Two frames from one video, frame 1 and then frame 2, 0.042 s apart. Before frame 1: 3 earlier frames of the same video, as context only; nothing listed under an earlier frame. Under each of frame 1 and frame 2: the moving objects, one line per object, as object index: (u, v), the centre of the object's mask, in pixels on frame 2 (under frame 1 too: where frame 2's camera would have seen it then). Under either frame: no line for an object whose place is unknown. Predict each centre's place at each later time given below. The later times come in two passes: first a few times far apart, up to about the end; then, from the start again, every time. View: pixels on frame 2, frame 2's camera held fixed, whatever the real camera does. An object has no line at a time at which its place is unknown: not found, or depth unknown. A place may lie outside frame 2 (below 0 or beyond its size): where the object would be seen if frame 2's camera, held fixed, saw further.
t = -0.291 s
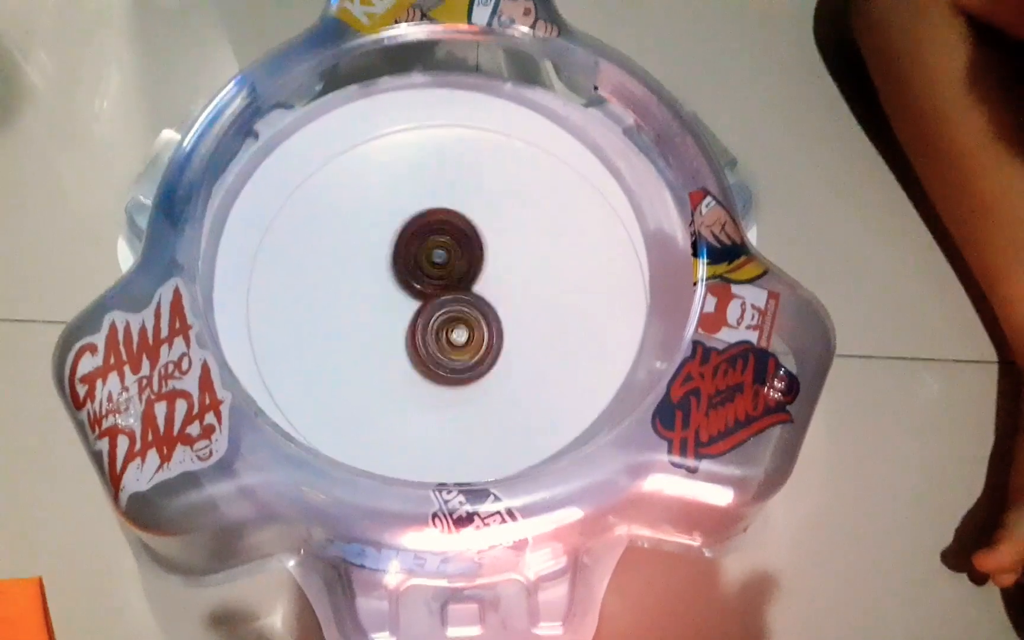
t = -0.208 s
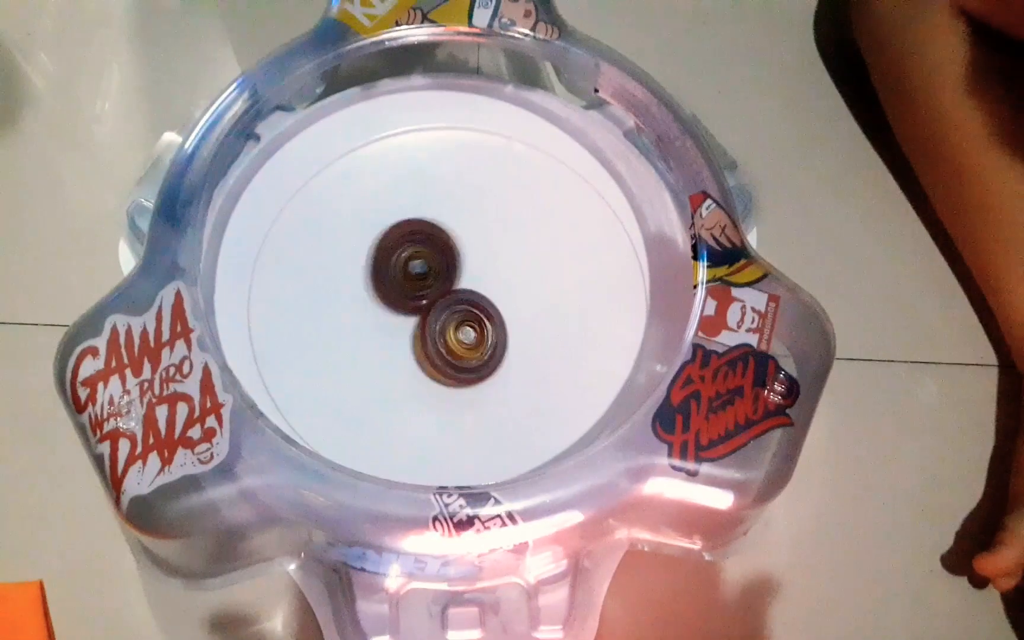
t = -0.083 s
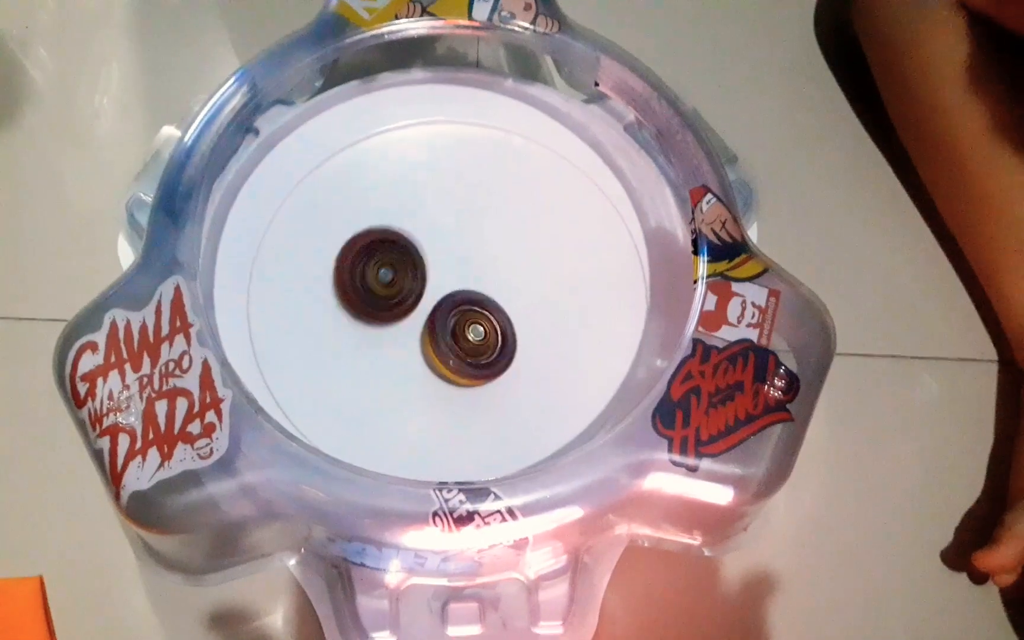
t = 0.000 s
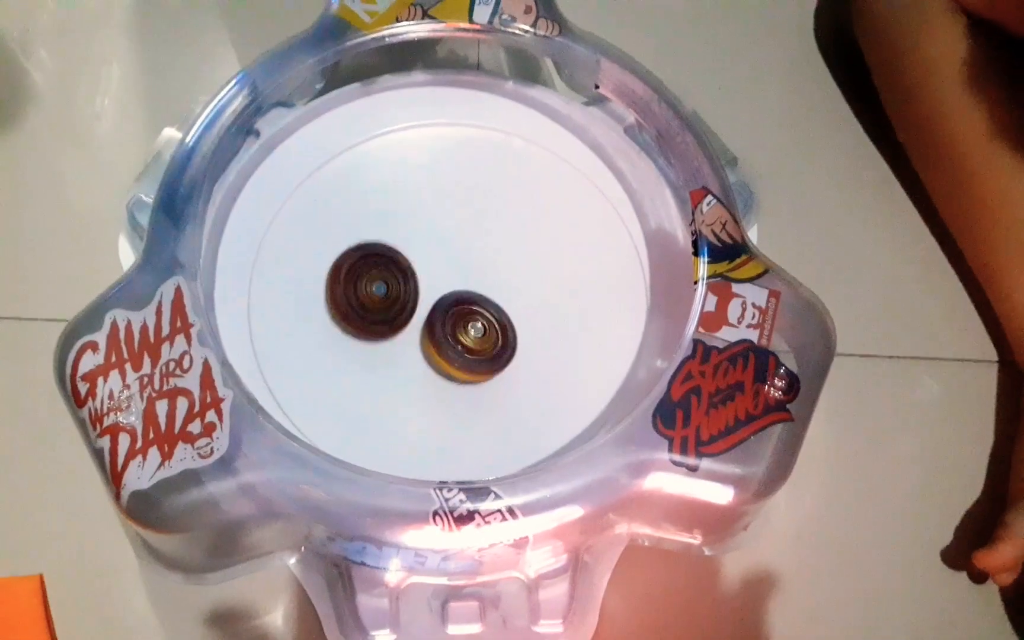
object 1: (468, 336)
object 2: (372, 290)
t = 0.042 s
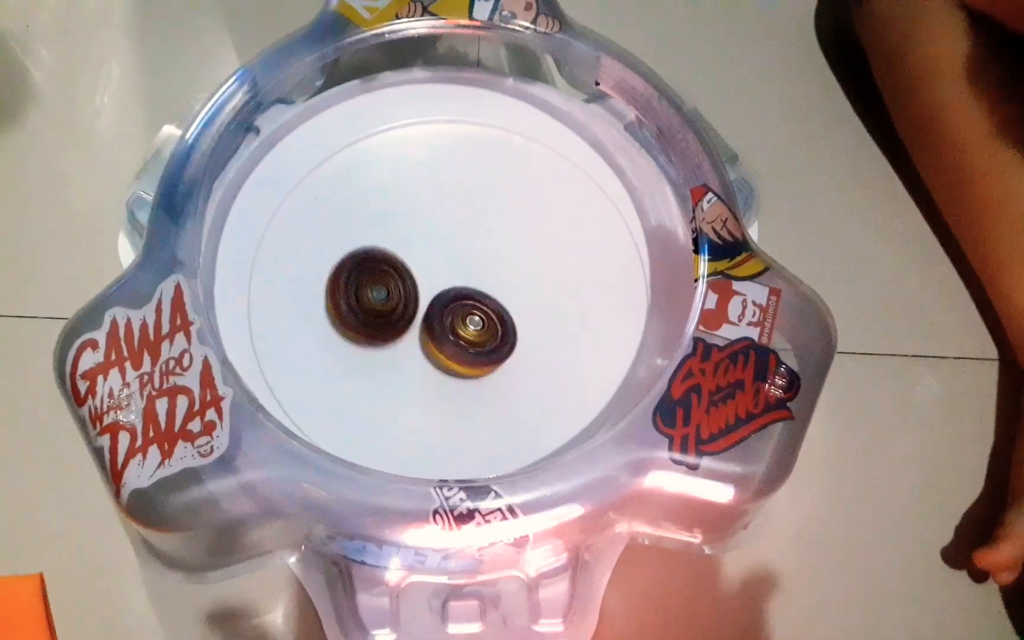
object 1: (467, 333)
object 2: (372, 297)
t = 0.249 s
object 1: (530, 303)
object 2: (362, 341)
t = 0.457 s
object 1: (520, 277)
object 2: (441, 370)
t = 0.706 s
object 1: (445, 254)
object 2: (518, 352)
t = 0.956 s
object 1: (412, 252)
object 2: (502, 279)
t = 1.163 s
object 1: (395, 283)
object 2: (488, 216)
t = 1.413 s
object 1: (437, 312)
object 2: (446, 224)
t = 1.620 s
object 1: (491, 385)
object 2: (369, 229)
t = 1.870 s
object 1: (488, 361)
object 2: (363, 263)
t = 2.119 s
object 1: (505, 287)
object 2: (393, 288)
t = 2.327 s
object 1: (537, 257)
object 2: (417, 302)
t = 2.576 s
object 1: (522, 254)
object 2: (430, 300)
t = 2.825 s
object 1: (488, 259)
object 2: (426, 325)
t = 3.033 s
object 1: (467, 263)
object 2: (417, 340)
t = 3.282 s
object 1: (443, 261)
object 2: (420, 344)
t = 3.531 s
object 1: (446, 260)
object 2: (421, 343)
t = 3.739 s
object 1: (445, 261)
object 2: (421, 344)
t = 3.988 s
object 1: (445, 261)
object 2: (422, 343)
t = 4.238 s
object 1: (445, 261)
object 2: (421, 343)
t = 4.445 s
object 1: (445, 261)
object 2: (422, 343)
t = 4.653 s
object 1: (445, 261)
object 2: (422, 343)
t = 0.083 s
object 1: (466, 329)
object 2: (374, 306)
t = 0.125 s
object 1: (482, 324)
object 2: (366, 315)
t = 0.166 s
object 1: (501, 317)
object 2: (357, 323)
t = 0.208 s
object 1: (519, 308)
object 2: (356, 333)
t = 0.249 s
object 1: (530, 303)
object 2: (362, 341)
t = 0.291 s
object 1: (536, 295)
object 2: (374, 351)
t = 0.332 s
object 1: (537, 288)
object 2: (389, 359)
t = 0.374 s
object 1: (534, 283)
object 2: (406, 365)
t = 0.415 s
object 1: (528, 279)
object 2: (423, 369)
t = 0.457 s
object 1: (520, 277)
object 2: (441, 370)
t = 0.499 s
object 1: (510, 276)
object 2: (458, 368)
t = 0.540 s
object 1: (501, 278)
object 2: (474, 365)
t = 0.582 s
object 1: (489, 277)
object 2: (487, 362)
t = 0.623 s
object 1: (474, 267)
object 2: (502, 362)
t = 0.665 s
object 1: (459, 259)
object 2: (512, 358)
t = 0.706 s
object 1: (445, 254)
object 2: (518, 352)
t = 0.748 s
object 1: (433, 250)
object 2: (521, 343)
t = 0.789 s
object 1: (424, 248)
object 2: (522, 330)
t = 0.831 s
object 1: (417, 248)
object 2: (520, 318)
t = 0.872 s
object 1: (414, 249)
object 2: (516, 305)
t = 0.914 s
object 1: (412, 251)
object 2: (509, 292)
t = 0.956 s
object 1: (412, 252)
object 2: (502, 279)
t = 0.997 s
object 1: (408, 256)
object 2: (496, 265)
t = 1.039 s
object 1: (400, 263)
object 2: (496, 249)
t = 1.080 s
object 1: (396, 270)
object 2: (494, 235)
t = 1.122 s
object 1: (394, 277)
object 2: (491, 224)
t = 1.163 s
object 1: (395, 283)
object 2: (488, 216)
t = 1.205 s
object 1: (398, 290)
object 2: (483, 211)
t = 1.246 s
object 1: (403, 295)
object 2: (477, 208)
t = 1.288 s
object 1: (410, 300)
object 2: (470, 209)
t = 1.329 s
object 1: (419, 305)
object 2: (462, 212)
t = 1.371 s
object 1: (428, 308)
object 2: (455, 216)
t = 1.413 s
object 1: (437, 312)
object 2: (446, 224)
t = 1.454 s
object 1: (450, 325)
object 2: (432, 226)
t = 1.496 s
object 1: (464, 344)
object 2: (416, 222)
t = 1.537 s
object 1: (474, 361)
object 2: (398, 221)
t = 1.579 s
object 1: (484, 376)
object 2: (382, 224)
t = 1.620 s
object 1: (491, 385)
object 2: (369, 229)
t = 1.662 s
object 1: (496, 392)
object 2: (360, 234)
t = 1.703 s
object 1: (499, 394)
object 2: (354, 239)
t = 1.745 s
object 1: (499, 391)
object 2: (351, 245)
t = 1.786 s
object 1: (497, 384)
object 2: (352, 251)
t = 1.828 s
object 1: (493, 373)
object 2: (356, 257)
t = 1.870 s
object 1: (488, 361)
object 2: (363, 263)
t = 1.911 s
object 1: (482, 347)
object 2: (371, 271)
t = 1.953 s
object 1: (476, 332)
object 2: (381, 278)
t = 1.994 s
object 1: (477, 317)
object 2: (390, 283)
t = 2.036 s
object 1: (488, 307)
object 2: (388, 285)
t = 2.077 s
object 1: (498, 296)
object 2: (390, 287)
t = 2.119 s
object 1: (505, 287)
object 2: (393, 288)
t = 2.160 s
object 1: (510, 278)
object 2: (401, 289)
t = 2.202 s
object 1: (513, 272)
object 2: (410, 290)
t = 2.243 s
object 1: (514, 269)
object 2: (419, 291)
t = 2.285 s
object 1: (525, 263)
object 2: (418, 296)
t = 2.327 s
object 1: (537, 257)
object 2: (417, 302)
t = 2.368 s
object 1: (543, 252)
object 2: (418, 304)
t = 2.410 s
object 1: (544, 252)
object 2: (422, 305)
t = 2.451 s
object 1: (541, 253)
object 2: (428, 303)
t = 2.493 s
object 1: (535, 254)
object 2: (435, 298)
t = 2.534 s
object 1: (526, 258)
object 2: (438, 294)
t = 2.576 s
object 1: (522, 254)
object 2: (430, 300)
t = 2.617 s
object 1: (518, 251)
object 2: (426, 307)
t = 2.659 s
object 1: (511, 250)
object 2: (427, 313)
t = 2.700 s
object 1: (505, 252)
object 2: (429, 316)
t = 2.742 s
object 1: (497, 255)
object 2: (431, 317)
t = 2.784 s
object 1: (492, 258)
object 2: (429, 320)
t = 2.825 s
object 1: (488, 259)
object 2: (426, 325)
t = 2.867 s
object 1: (484, 260)
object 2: (424, 328)
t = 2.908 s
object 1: (480, 259)
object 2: (421, 335)
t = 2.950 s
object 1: (476, 259)
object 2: (418, 339)
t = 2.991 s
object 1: (471, 261)
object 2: (417, 342)
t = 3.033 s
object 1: (467, 263)
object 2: (417, 340)
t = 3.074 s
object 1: (462, 265)
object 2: (418, 340)
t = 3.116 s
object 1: (455, 264)
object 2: (419, 343)
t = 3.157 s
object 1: (449, 263)
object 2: (419, 343)
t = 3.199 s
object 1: (445, 262)
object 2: (420, 343)
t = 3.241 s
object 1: (443, 261)
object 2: (420, 344)
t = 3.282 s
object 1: (443, 261)
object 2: (420, 344)
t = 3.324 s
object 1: (442, 261)
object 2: (421, 344)
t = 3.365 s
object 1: (441, 261)
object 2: (421, 344)
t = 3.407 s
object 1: (440, 262)
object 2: (421, 344)
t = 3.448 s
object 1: (443, 261)
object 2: (421, 344)
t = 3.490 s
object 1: (445, 261)
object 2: (421, 343)
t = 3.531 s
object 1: (446, 260)
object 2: (421, 343)
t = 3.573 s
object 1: (446, 260)
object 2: (421, 343)
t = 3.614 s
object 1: (446, 260)
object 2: (421, 343)
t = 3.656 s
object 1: (445, 261)
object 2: (422, 343)
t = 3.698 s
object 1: (445, 261)
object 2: (421, 344)
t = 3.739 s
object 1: (445, 261)
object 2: (421, 344)
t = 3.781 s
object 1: (445, 261)
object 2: (421, 344)
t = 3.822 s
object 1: (445, 261)
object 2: (422, 343)
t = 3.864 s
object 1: (445, 261)
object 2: (422, 343)
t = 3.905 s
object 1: (445, 261)
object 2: (422, 343)
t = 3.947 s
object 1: (445, 261)
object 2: (422, 344)
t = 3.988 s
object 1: (445, 261)
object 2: (422, 343)
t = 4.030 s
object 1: (445, 261)
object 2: (422, 344)
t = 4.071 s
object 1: (445, 261)
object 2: (422, 343)
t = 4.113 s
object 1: (445, 261)
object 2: (422, 343)
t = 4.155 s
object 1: (445, 261)
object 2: (421, 343)
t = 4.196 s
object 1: (445, 261)
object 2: (422, 343)
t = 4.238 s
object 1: (445, 261)
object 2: (421, 343)
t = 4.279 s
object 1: (445, 261)
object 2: (422, 344)
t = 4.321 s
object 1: (445, 261)
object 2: (422, 344)
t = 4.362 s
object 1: (445, 261)
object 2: (422, 343)
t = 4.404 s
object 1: (445, 261)
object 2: (422, 343)
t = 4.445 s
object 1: (445, 261)
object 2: (422, 343)
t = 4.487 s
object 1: (445, 261)
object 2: (422, 343)
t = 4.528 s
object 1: (445, 261)
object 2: (422, 343)
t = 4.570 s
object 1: (445, 261)
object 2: (422, 343)
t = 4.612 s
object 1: (445, 261)
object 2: (422, 343)
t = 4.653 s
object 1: (445, 261)
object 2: (422, 343)
